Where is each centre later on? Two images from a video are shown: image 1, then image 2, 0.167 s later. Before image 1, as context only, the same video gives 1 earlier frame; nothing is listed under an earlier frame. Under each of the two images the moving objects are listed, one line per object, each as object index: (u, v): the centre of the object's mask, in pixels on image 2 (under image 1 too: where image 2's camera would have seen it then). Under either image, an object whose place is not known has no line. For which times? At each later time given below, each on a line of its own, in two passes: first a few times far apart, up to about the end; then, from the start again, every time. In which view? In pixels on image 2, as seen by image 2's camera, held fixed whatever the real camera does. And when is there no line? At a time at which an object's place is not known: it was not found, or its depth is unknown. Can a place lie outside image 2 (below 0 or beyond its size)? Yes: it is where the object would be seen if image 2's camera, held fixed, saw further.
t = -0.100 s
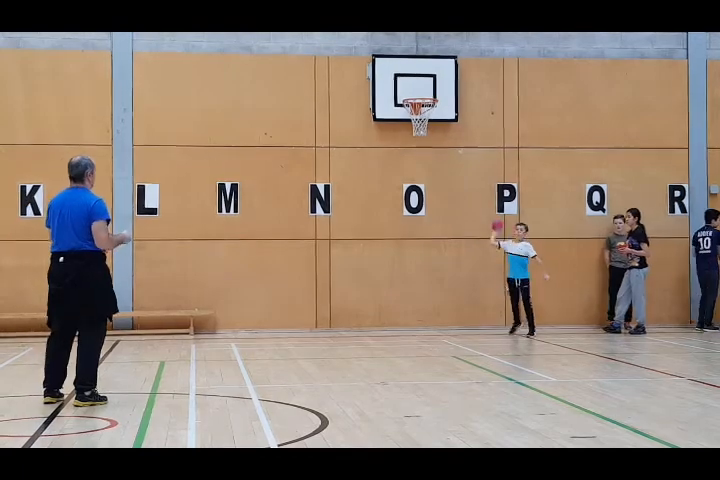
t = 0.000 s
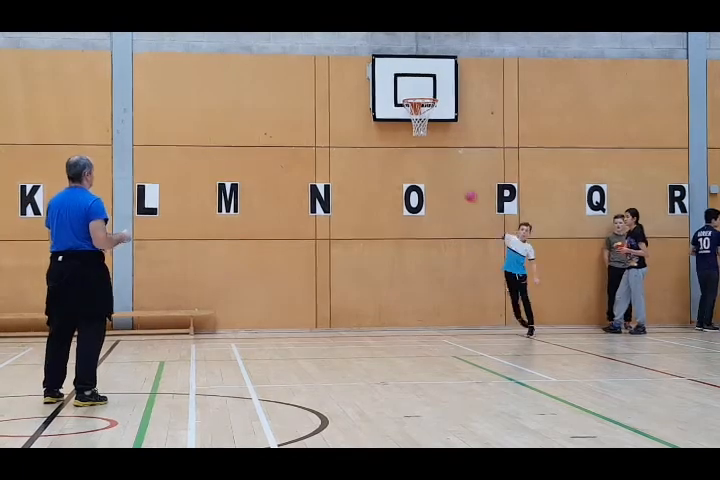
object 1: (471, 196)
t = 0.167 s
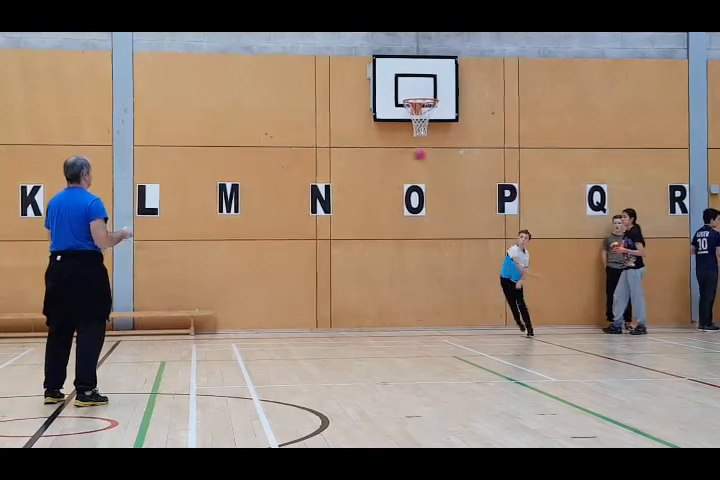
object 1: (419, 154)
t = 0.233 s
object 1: (397, 142)
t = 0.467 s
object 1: (305, 130)
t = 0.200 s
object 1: (408, 149)
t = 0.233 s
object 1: (397, 142)
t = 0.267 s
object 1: (384, 138)
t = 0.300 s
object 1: (372, 134)
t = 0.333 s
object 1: (359, 132)
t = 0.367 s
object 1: (346, 130)
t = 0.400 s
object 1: (333, 128)
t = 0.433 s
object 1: (319, 128)
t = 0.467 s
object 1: (305, 130)
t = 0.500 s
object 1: (290, 132)
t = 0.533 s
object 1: (274, 136)
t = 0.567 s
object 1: (259, 140)
